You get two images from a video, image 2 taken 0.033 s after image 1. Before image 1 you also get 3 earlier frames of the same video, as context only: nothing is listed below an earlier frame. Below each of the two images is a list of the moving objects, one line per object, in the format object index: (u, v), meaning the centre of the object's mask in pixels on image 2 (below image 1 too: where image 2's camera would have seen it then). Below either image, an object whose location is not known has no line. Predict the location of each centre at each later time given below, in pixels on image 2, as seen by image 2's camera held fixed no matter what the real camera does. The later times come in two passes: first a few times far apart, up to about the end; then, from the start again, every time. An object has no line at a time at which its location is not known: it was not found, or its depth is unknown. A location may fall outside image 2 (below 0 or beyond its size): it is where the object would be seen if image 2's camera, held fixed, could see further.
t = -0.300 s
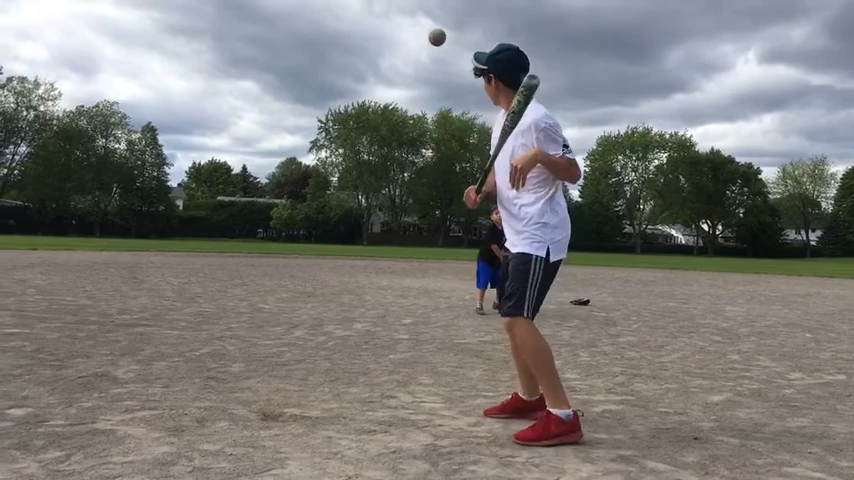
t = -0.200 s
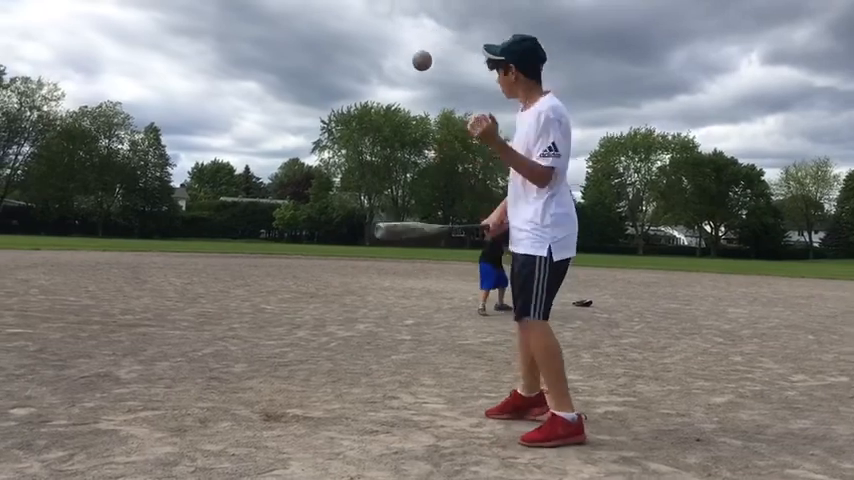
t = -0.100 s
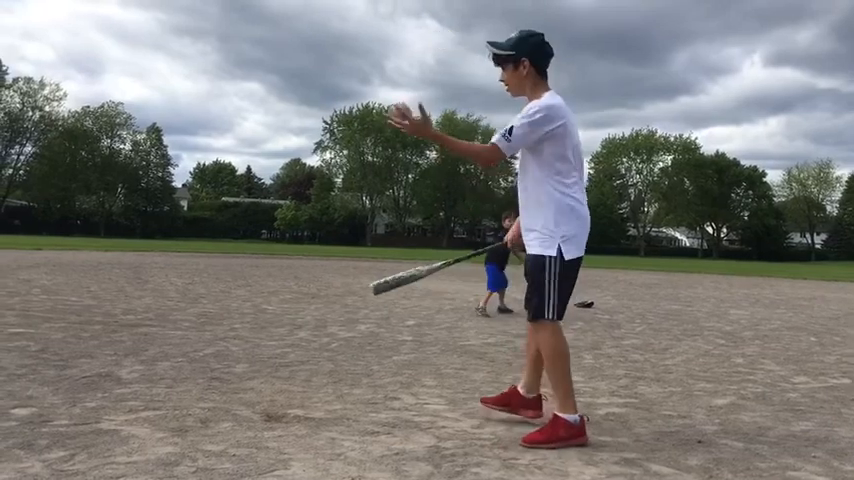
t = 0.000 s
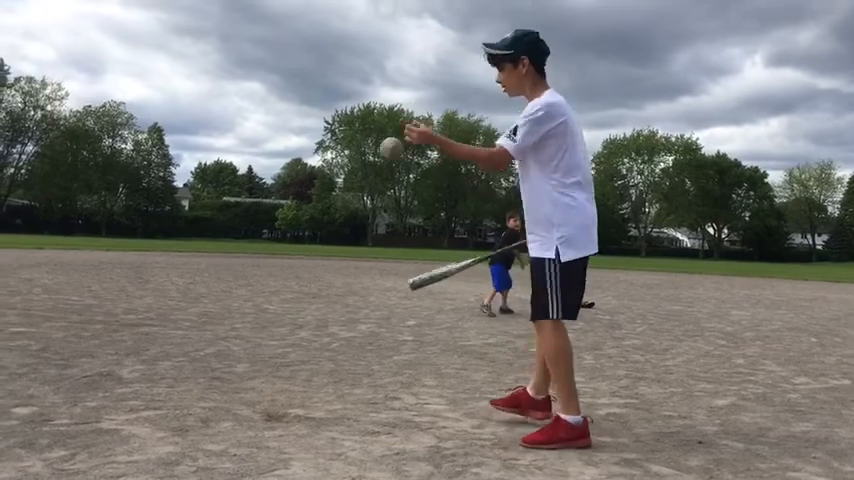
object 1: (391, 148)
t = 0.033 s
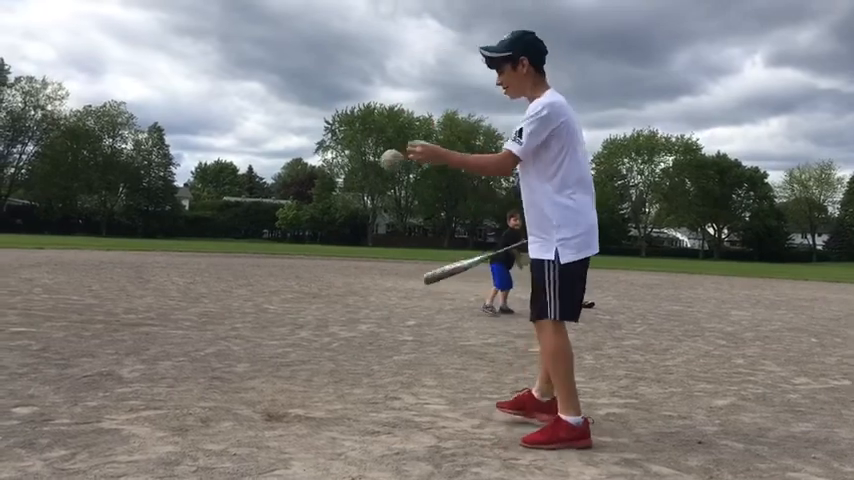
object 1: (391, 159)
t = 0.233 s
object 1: (388, 290)
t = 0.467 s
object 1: (394, 365)
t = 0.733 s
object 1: (411, 348)
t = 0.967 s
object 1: (422, 377)
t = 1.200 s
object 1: (431, 378)
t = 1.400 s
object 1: (437, 375)
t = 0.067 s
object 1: (391, 176)
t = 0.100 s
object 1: (390, 196)
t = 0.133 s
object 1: (391, 214)
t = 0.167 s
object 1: (390, 237)
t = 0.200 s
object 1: (389, 263)
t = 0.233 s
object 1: (388, 290)
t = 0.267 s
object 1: (388, 320)
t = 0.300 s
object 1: (387, 353)
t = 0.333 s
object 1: (386, 388)
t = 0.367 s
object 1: (386, 414)
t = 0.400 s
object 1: (389, 394)
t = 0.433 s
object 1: (391, 378)
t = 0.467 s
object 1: (394, 365)
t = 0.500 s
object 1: (397, 355)
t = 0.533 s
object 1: (399, 347)
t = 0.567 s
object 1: (401, 341)
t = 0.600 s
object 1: (403, 337)
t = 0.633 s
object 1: (405, 337)
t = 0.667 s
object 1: (408, 338)
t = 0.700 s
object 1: (409, 342)
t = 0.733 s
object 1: (411, 348)
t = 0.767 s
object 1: (412, 357)
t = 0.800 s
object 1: (413, 367)
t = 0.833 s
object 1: (414, 379)
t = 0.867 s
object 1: (416, 394)
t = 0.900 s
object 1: (418, 386)
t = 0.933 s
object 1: (420, 380)
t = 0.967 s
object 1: (422, 377)
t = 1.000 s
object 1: (423, 376)
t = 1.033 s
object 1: (425, 376)
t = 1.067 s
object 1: (427, 379)
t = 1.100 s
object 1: (428, 384)
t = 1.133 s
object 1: (429, 382)
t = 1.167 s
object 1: (431, 379)
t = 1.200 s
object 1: (431, 378)
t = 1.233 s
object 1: (432, 378)
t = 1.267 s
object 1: (433, 381)
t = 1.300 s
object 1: (434, 379)
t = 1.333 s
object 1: (435, 378)
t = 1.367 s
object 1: (436, 375)
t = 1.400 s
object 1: (437, 375)
